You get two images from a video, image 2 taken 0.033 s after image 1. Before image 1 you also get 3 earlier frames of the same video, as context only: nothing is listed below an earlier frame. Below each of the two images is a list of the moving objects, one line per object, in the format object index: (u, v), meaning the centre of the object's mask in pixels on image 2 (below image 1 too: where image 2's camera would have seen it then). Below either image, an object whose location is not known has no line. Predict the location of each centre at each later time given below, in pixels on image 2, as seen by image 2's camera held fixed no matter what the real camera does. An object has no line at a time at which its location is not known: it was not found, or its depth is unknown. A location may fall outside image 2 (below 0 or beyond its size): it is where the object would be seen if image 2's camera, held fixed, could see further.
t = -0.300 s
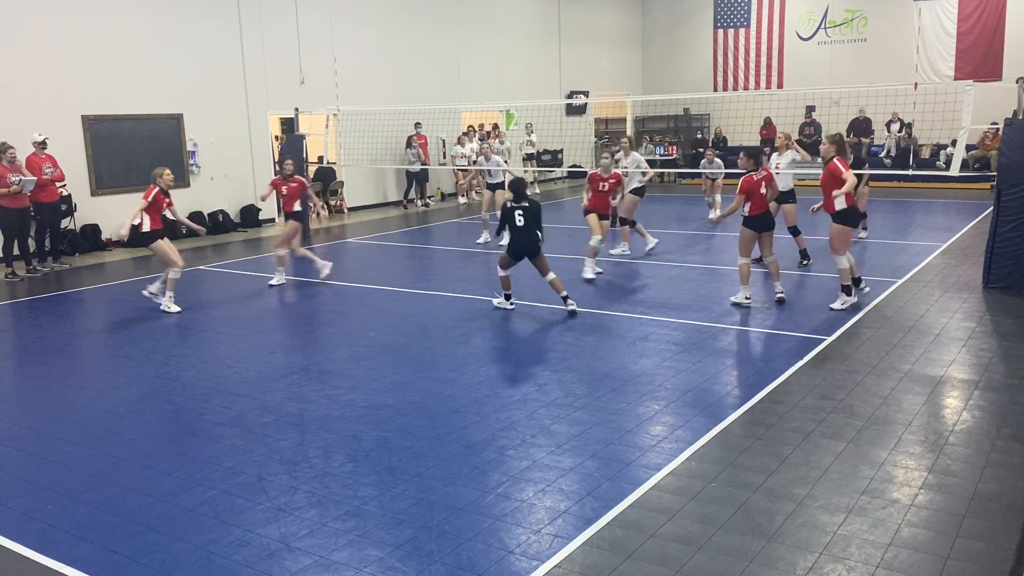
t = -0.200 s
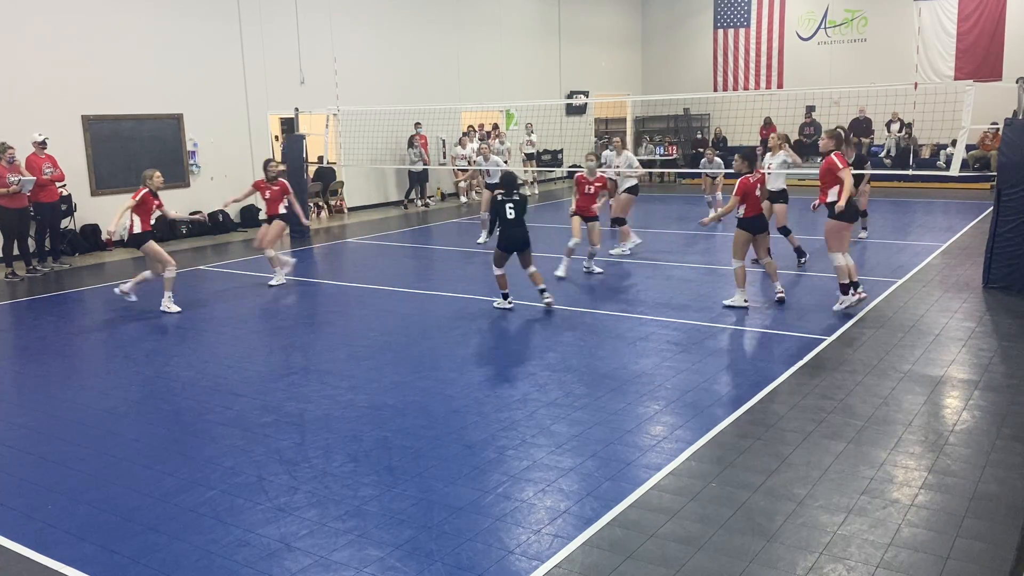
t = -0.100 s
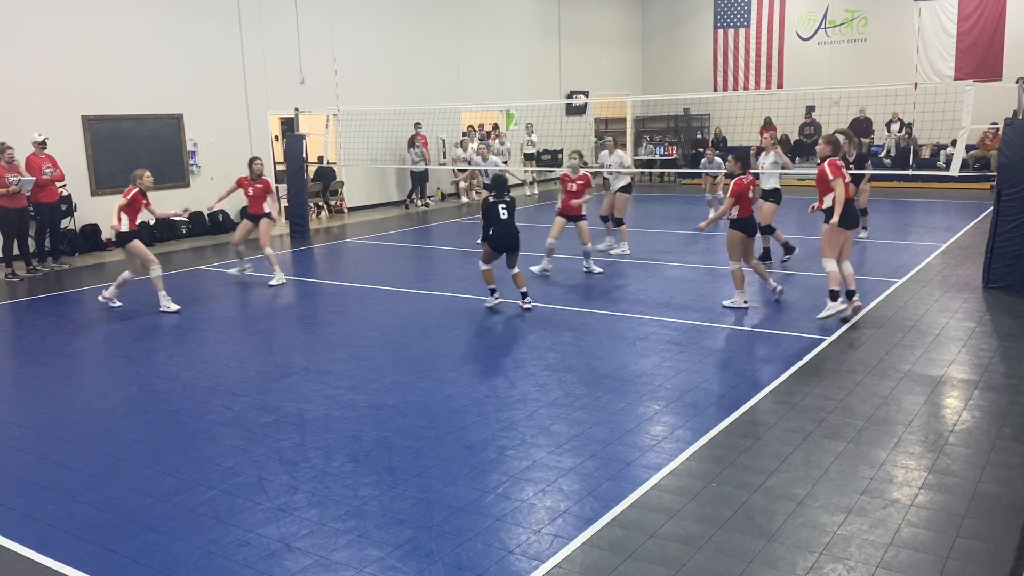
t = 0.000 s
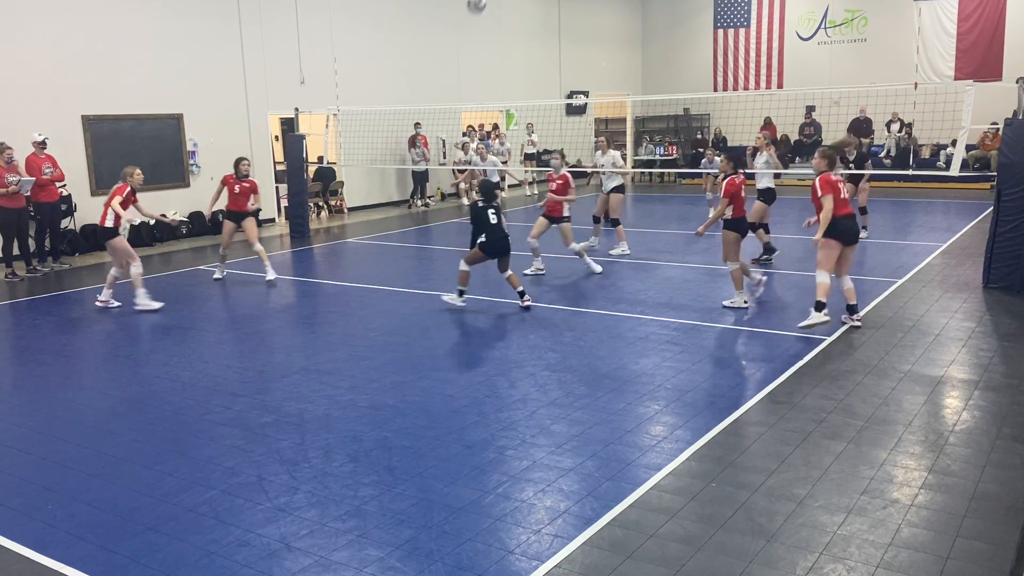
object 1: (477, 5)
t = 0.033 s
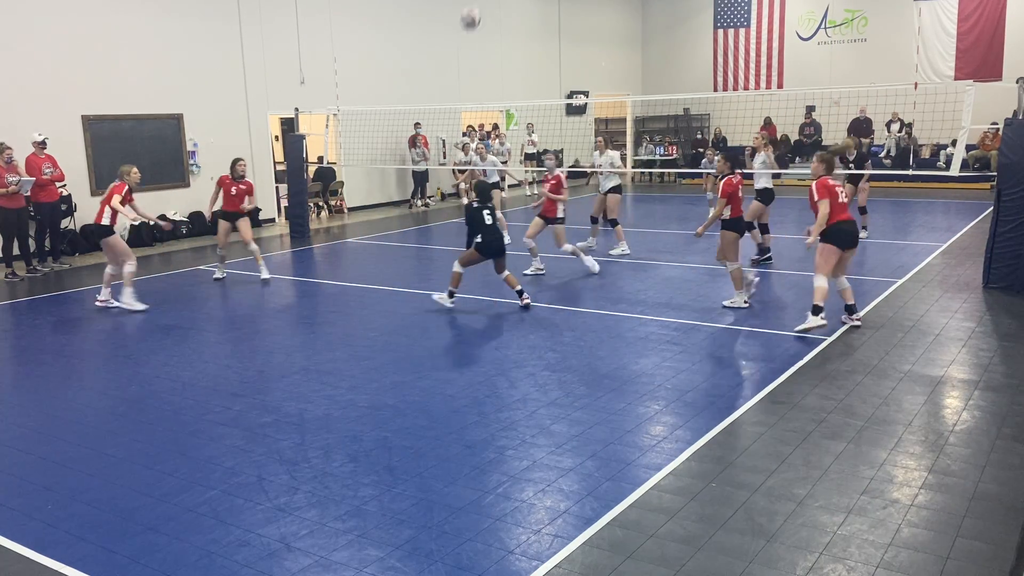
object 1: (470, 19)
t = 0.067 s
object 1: (464, 36)
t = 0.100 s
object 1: (460, 53)
